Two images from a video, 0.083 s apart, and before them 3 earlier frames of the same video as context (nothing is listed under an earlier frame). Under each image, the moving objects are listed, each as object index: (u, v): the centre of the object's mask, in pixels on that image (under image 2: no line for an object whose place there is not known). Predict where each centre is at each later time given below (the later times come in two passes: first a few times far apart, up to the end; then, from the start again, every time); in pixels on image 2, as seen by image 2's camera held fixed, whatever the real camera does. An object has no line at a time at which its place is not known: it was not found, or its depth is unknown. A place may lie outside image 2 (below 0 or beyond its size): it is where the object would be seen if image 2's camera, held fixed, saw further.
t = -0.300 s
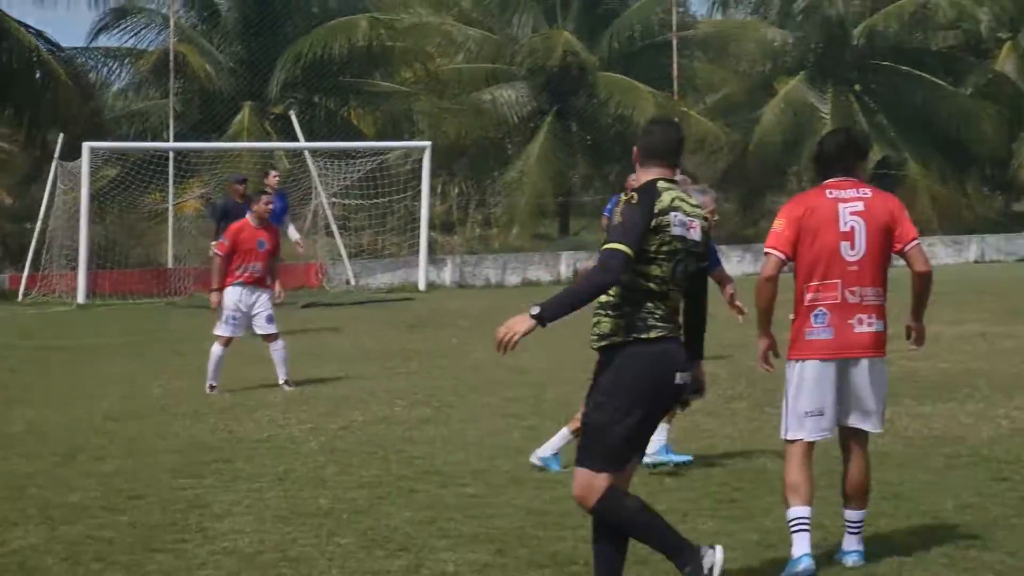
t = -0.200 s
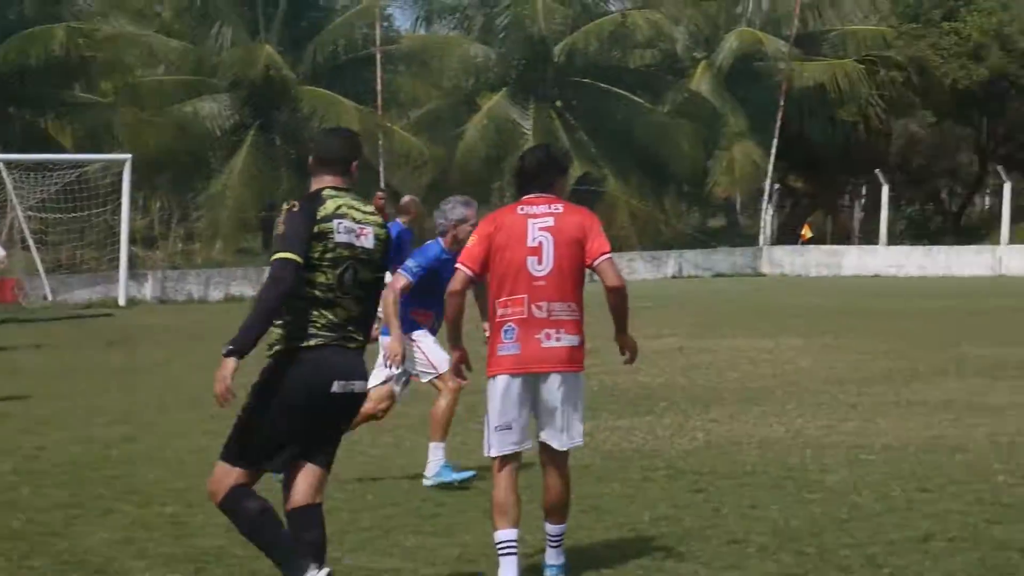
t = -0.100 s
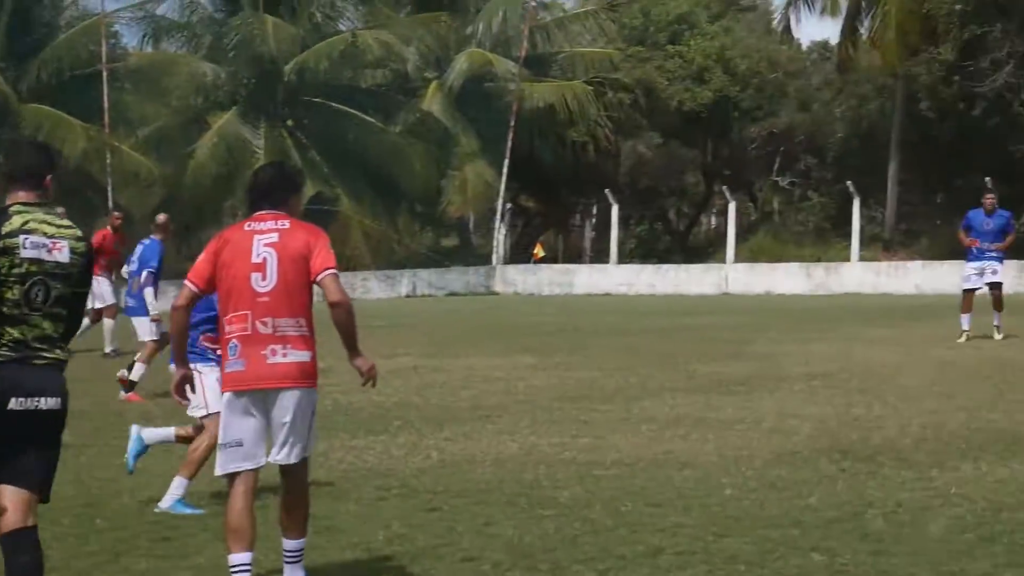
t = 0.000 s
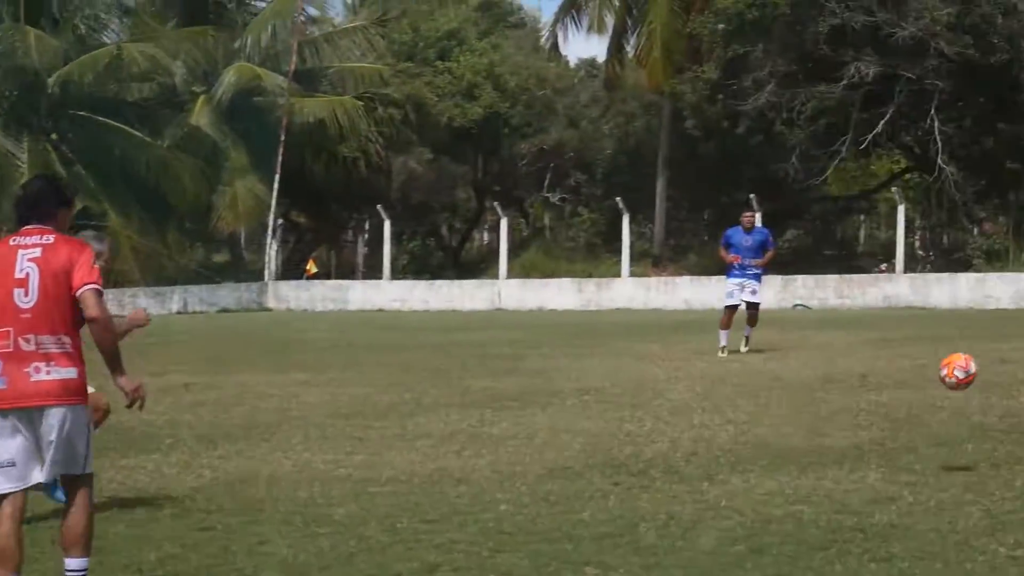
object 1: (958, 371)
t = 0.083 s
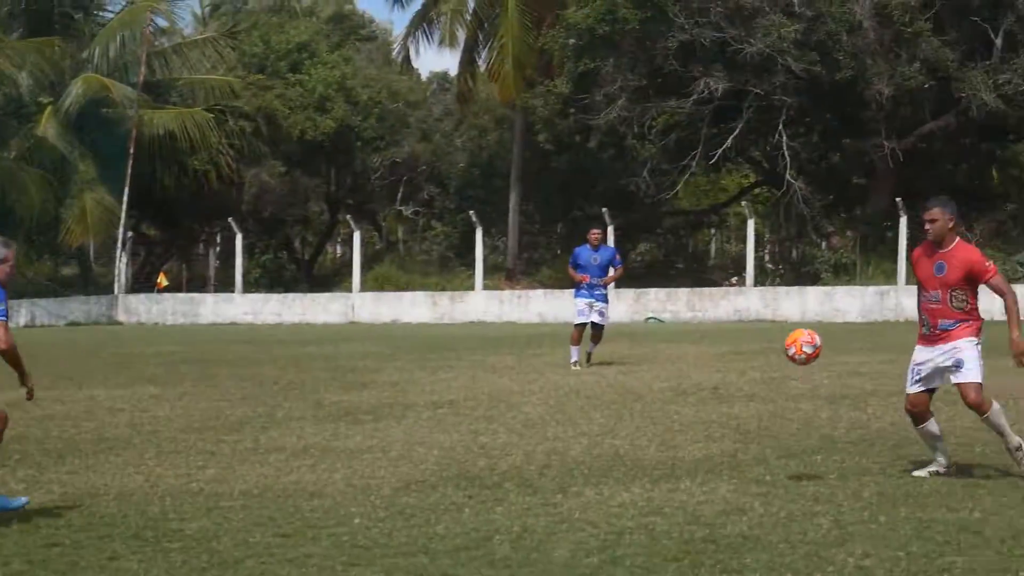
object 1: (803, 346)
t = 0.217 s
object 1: (799, 310)
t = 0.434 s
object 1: (787, 313)
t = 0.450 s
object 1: (786, 317)
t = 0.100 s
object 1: (803, 341)
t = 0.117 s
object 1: (802, 335)
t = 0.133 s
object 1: (802, 330)
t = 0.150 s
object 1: (802, 325)
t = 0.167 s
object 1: (801, 321)
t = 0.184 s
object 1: (801, 317)
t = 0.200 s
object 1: (800, 314)
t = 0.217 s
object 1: (799, 310)
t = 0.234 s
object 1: (798, 308)
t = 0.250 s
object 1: (797, 306)
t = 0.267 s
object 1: (796, 304)
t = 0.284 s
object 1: (795, 303)
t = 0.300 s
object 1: (794, 302)
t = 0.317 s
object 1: (793, 302)
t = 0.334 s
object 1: (793, 302)
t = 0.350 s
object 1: (792, 302)
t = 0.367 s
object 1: (790, 304)
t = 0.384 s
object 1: (789, 305)
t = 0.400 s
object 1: (788, 307)
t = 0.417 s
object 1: (788, 310)
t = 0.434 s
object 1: (787, 313)
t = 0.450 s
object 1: (786, 317)
